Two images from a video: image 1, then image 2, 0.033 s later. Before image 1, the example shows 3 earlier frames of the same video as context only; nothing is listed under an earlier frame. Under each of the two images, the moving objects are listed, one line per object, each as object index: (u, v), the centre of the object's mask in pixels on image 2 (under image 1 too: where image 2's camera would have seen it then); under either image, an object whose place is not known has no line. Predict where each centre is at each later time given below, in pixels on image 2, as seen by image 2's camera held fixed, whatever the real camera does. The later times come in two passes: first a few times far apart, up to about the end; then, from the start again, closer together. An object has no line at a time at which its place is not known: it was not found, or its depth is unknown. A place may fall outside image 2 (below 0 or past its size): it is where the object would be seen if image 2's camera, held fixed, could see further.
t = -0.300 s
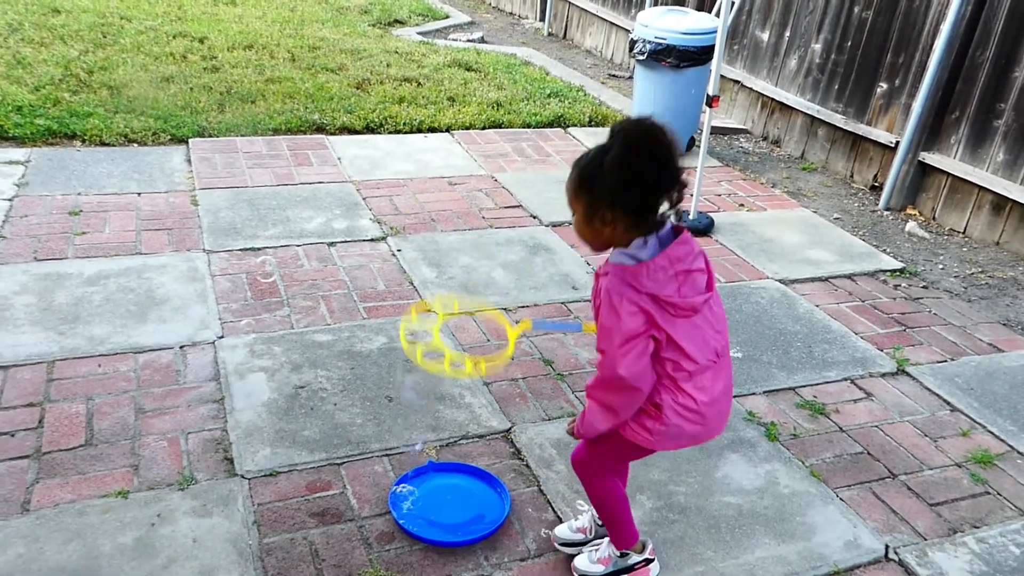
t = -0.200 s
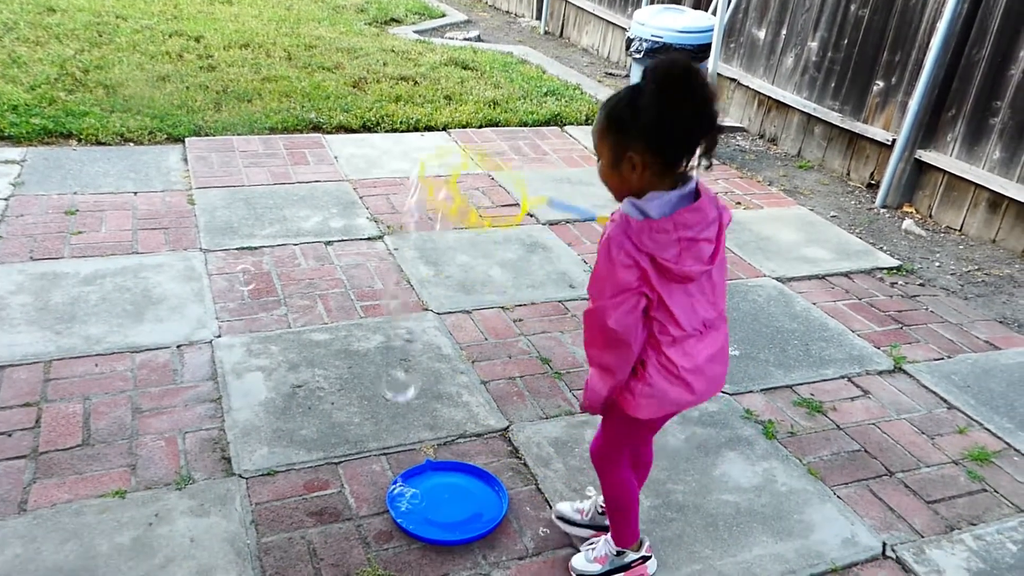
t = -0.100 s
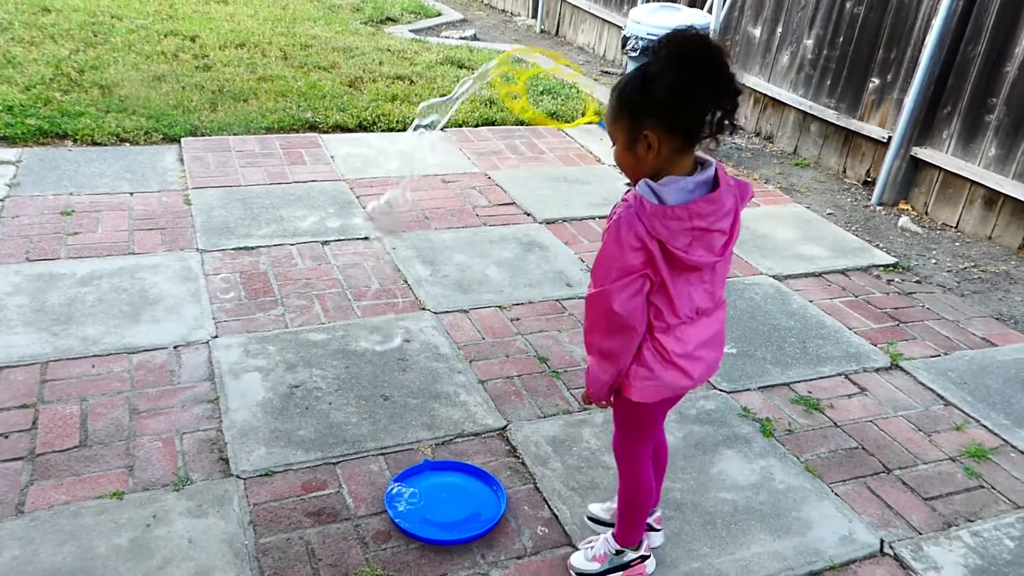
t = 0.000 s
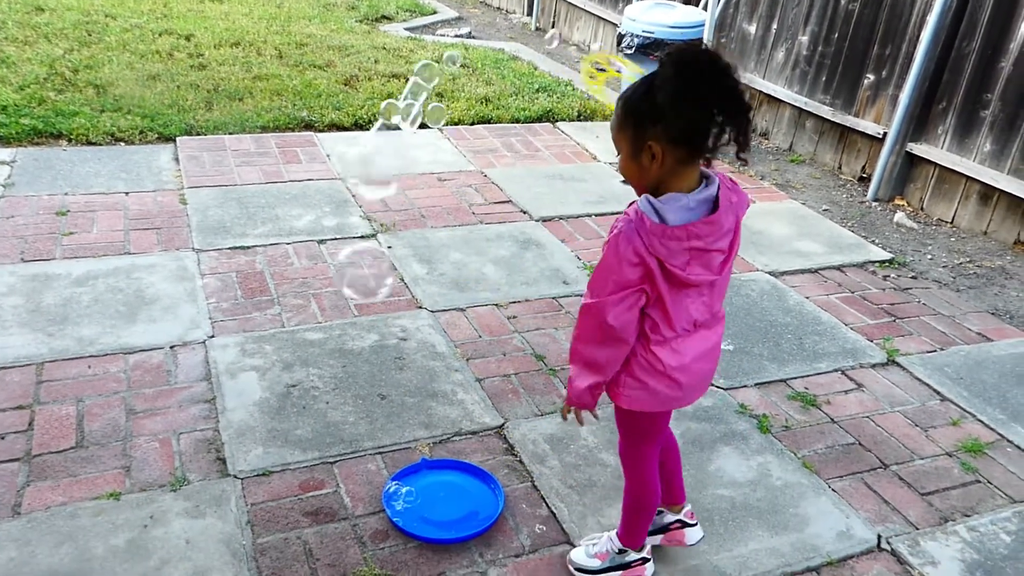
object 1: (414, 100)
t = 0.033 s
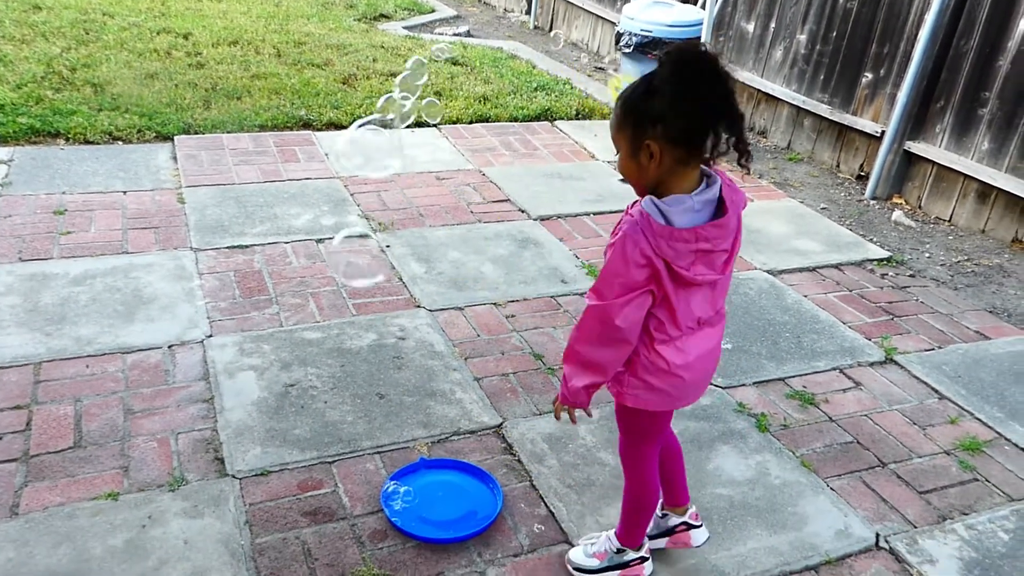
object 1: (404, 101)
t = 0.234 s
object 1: (330, 96)
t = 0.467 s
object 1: (269, 85)
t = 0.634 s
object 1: (222, 93)
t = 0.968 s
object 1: (138, 117)
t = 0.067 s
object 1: (389, 105)
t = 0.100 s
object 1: (370, 107)
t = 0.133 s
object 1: (357, 106)
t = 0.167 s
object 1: (347, 105)
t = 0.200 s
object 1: (339, 101)
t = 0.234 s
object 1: (330, 96)
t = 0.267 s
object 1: (321, 93)
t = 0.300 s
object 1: (312, 91)
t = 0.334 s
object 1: (305, 84)
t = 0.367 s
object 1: (297, 83)
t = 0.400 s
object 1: (287, 83)
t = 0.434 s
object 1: (278, 84)
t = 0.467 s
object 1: (269, 85)
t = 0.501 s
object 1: (260, 85)
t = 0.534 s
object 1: (250, 87)
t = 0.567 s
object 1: (239, 88)
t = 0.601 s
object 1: (230, 91)
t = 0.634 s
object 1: (222, 93)
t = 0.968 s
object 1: (138, 117)
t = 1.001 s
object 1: (131, 119)
